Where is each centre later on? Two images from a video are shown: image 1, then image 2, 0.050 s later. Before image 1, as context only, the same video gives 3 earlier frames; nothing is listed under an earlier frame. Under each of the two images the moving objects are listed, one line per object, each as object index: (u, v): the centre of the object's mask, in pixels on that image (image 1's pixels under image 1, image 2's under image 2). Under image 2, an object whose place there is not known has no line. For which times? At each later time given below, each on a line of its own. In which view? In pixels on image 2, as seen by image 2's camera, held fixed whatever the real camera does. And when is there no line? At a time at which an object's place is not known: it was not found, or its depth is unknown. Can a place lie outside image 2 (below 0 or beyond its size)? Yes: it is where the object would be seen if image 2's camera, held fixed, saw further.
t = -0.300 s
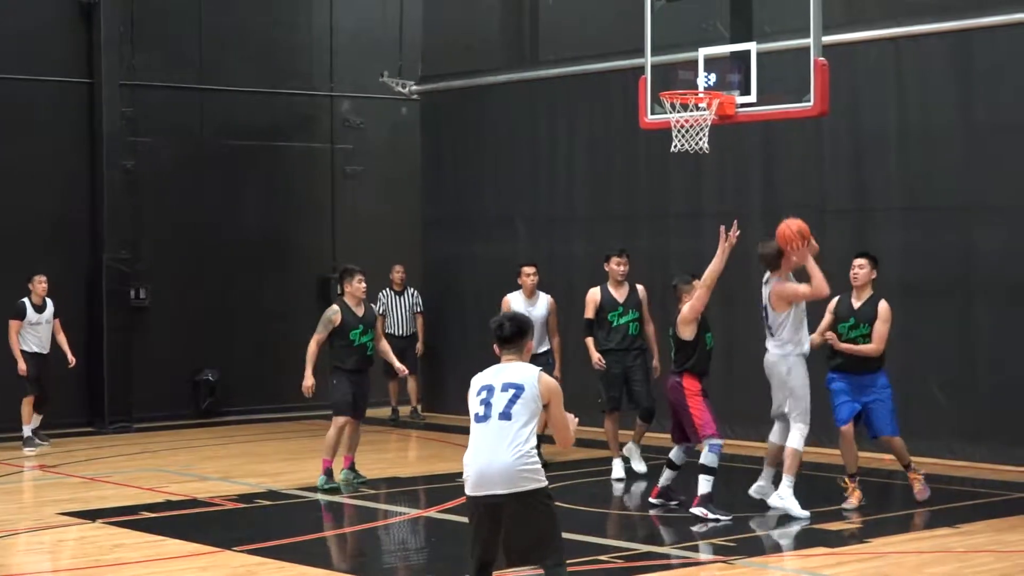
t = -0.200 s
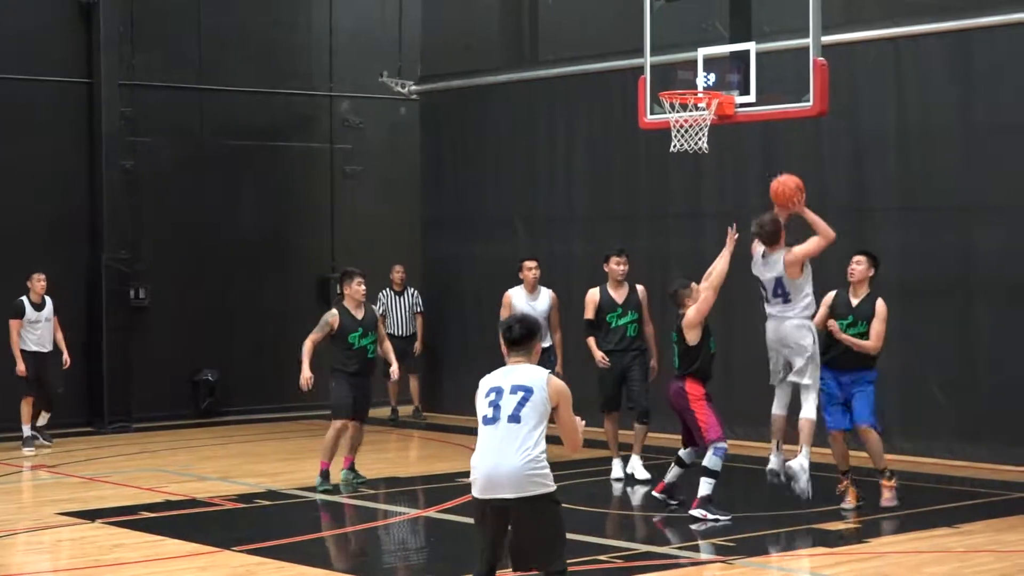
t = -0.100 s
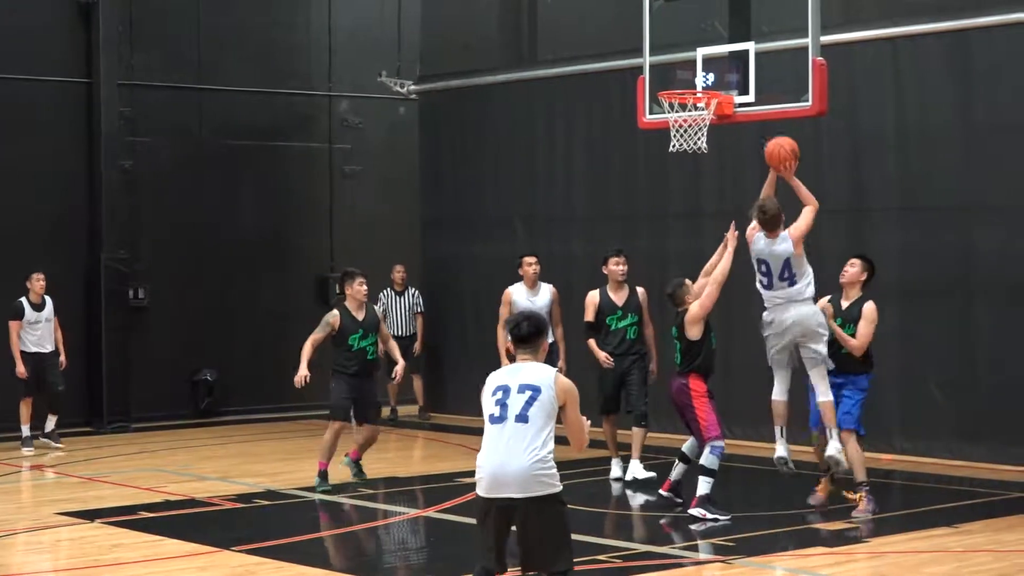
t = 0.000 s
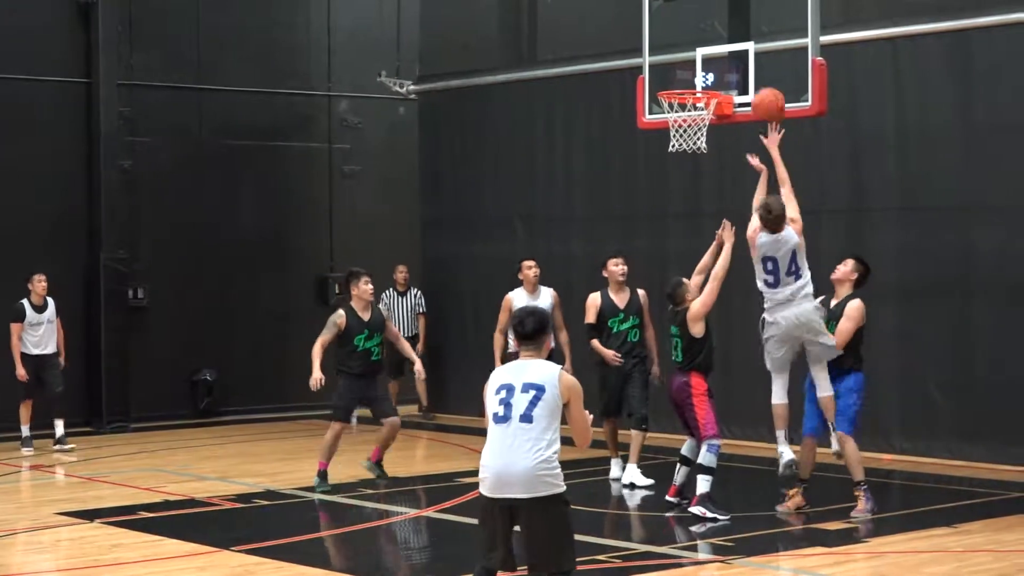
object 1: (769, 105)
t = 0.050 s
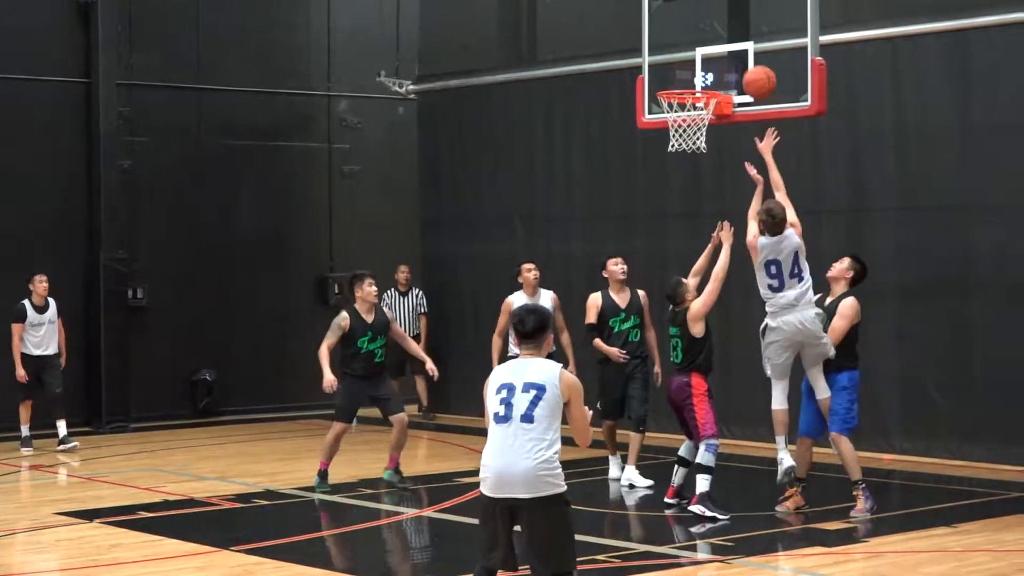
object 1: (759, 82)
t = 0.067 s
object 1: (752, 77)
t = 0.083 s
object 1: (749, 70)
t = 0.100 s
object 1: (746, 66)
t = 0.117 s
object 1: (740, 61)
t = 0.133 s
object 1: (736, 55)
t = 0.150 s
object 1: (731, 52)
